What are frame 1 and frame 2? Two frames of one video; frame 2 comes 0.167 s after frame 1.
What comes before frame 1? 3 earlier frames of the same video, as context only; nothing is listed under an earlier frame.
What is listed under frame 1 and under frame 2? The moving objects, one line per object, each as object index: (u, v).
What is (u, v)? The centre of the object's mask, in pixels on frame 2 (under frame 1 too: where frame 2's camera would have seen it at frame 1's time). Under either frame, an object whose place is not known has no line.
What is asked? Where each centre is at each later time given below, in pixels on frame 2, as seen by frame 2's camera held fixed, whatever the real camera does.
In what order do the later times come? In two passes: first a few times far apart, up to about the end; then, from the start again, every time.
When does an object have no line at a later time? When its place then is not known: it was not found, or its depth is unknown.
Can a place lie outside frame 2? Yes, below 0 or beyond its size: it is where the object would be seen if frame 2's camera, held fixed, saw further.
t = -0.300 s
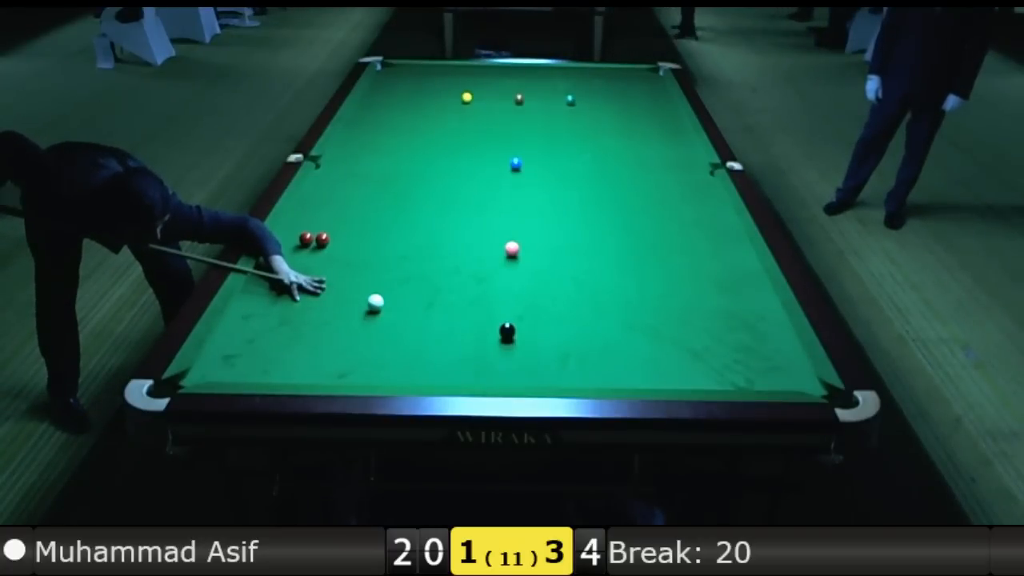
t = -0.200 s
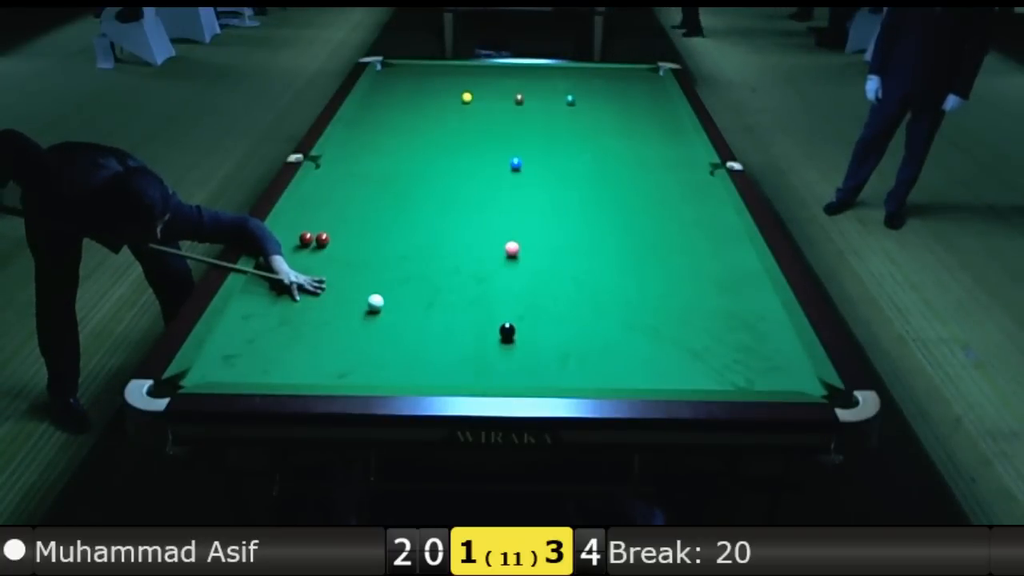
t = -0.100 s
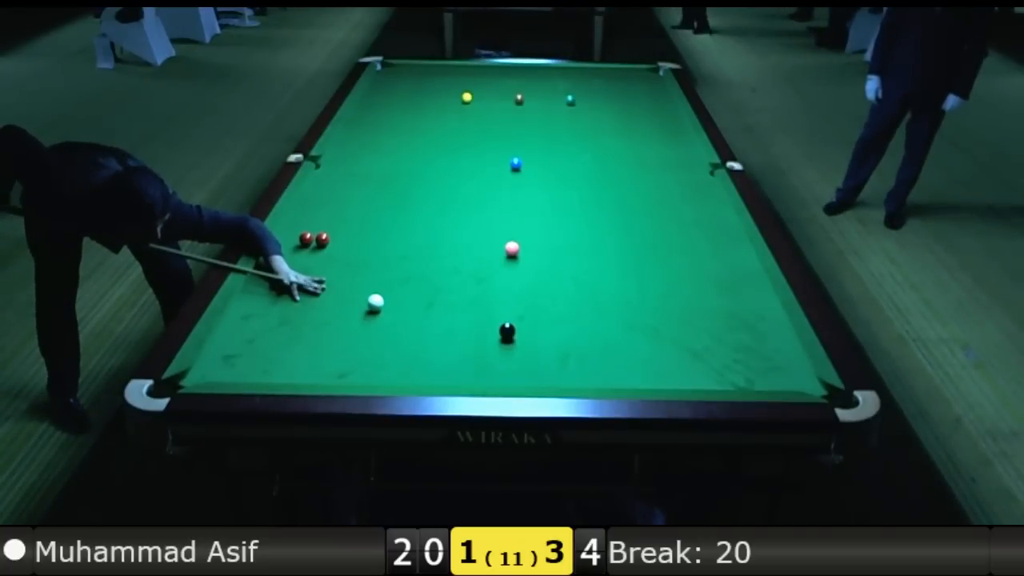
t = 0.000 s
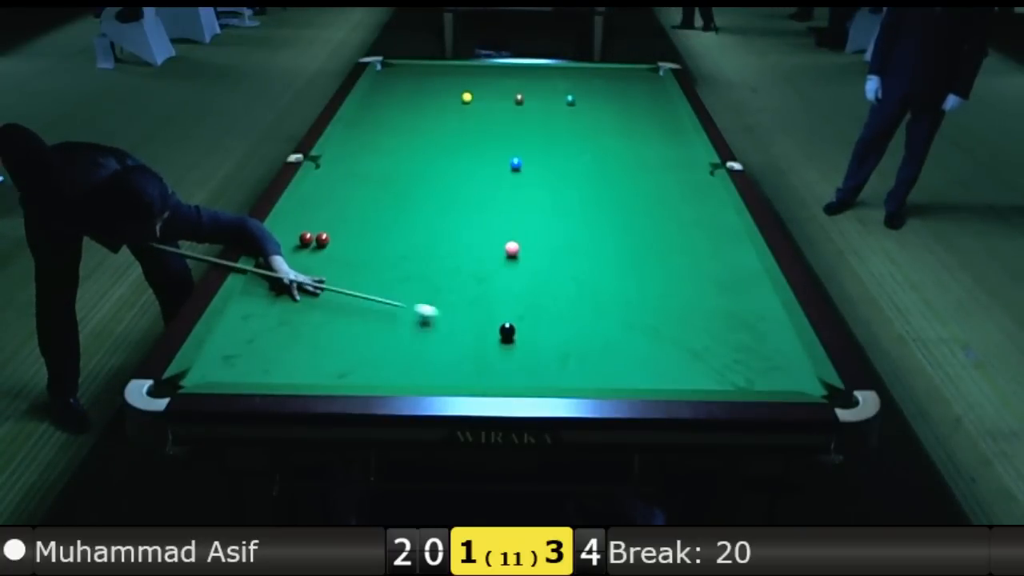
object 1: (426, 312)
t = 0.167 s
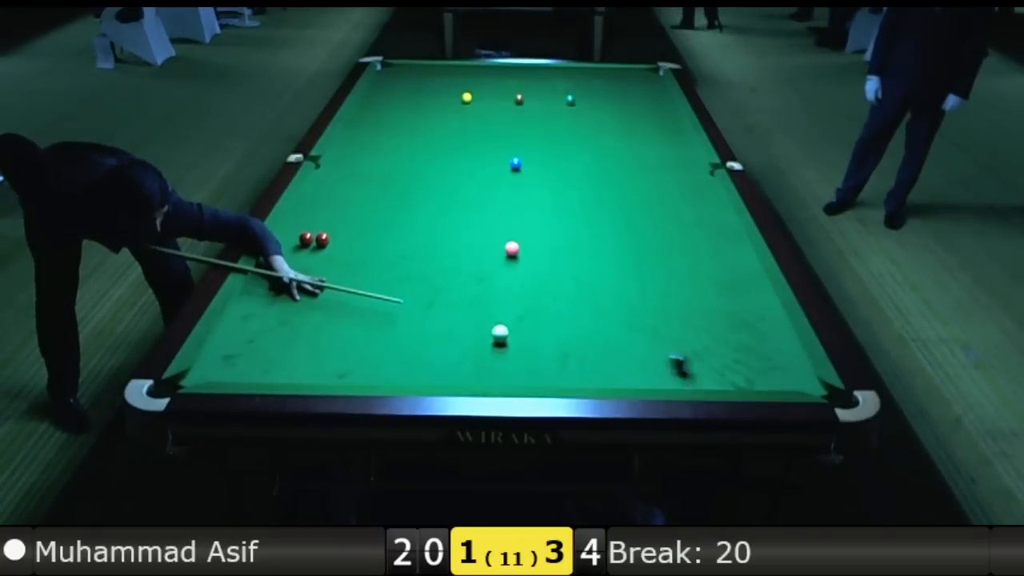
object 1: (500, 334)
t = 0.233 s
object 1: (510, 338)
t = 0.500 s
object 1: (587, 363)
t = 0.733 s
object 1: (672, 381)
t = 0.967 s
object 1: (735, 369)
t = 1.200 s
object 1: (792, 357)
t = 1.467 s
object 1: (742, 338)
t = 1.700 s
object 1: (697, 324)
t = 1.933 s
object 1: (655, 311)
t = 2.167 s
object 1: (616, 298)
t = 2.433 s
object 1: (576, 285)
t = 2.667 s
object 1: (544, 275)
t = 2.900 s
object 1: (514, 265)
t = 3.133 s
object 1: (486, 256)
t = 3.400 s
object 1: (457, 247)
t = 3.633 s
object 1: (434, 240)
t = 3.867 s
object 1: (412, 233)
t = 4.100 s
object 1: (391, 227)
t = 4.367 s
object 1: (370, 220)
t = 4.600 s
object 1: (352, 215)
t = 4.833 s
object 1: (336, 211)
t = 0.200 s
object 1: (504, 336)
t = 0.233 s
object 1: (510, 338)
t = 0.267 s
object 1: (517, 341)
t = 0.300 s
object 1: (524, 343)
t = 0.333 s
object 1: (533, 346)
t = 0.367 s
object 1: (541, 350)
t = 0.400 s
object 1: (552, 353)
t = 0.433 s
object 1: (563, 357)
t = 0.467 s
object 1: (575, 360)
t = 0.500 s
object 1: (587, 363)
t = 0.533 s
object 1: (600, 367)
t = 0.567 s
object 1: (612, 371)
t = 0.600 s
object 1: (625, 375)
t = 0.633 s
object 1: (638, 378)
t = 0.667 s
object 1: (650, 381)
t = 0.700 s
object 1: (663, 383)
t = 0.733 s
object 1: (672, 381)
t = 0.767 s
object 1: (681, 379)
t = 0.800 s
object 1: (690, 379)
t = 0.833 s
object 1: (699, 377)
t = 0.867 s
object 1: (708, 374)
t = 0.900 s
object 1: (717, 373)
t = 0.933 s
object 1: (726, 371)
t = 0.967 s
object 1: (735, 369)
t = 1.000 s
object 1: (743, 367)
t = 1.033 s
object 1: (752, 365)
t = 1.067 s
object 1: (760, 363)
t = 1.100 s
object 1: (768, 361)
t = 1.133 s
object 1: (776, 360)
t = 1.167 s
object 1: (784, 358)
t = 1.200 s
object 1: (792, 357)
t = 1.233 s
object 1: (794, 354)
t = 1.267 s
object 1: (785, 352)
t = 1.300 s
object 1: (777, 350)
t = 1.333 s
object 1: (770, 347)
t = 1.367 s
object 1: (763, 345)
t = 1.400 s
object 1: (756, 343)
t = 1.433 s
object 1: (749, 340)
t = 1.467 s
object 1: (742, 338)
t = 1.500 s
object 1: (735, 336)
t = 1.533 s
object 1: (729, 334)
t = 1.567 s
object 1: (722, 332)
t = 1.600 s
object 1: (716, 330)
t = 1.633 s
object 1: (709, 328)
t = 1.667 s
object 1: (703, 326)
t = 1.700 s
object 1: (697, 324)
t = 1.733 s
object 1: (691, 322)
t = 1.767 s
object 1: (684, 320)
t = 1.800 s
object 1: (678, 318)
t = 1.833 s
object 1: (672, 316)
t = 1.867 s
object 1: (667, 314)
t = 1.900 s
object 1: (661, 313)
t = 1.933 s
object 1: (655, 311)
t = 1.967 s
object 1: (649, 309)
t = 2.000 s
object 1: (644, 307)
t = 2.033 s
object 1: (638, 305)
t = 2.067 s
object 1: (633, 303)
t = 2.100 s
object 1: (627, 301)
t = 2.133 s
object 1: (622, 300)
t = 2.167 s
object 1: (616, 298)
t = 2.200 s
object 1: (611, 297)
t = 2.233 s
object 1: (606, 295)
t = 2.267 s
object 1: (601, 293)
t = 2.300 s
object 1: (596, 292)
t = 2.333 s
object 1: (591, 290)
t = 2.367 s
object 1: (586, 289)
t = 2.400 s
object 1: (581, 287)
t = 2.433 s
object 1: (576, 285)
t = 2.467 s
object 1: (571, 284)
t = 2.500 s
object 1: (567, 282)
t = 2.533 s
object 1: (562, 281)
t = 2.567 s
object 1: (557, 279)
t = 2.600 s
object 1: (553, 278)
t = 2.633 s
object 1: (548, 277)
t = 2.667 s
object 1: (544, 275)
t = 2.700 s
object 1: (539, 274)
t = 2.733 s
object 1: (535, 272)
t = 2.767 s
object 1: (531, 271)
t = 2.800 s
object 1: (527, 270)
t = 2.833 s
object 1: (522, 268)
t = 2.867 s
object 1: (518, 267)
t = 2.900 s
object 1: (514, 265)
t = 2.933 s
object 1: (510, 264)
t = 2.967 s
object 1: (506, 263)
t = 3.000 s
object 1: (502, 262)
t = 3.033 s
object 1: (498, 260)
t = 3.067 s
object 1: (494, 259)
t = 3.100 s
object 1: (490, 258)
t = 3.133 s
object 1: (486, 256)
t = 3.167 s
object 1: (482, 255)
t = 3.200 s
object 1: (479, 254)
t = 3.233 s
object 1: (475, 253)
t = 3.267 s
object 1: (471, 252)
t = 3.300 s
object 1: (468, 251)
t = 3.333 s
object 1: (464, 250)
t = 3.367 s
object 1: (461, 248)
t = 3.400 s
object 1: (457, 247)
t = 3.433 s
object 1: (454, 246)
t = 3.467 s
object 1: (450, 246)
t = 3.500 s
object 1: (447, 244)
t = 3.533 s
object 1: (443, 243)
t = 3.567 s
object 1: (440, 242)
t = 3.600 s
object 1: (437, 241)
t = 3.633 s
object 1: (434, 240)
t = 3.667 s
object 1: (430, 239)
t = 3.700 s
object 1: (427, 238)
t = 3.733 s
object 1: (424, 237)
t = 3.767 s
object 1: (421, 236)
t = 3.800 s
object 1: (418, 235)
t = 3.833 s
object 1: (415, 234)
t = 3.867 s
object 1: (412, 233)
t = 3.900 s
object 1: (409, 232)
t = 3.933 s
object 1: (406, 232)
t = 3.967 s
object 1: (403, 231)
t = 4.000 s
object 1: (400, 230)
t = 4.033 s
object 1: (397, 229)
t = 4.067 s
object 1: (394, 228)
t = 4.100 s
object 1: (391, 227)
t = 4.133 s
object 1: (388, 226)
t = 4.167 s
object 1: (386, 225)
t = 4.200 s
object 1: (383, 225)
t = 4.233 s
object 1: (380, 224)
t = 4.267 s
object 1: (378, 223)
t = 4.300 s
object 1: (375, 222)
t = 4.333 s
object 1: (372, 221)
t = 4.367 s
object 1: (370, 220)
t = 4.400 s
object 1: (367, 220)
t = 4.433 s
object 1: (365, 219)
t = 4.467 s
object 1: (362, 218)
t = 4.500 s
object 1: (359, 218)
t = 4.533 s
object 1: (357, 217)
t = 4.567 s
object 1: (355, 216)
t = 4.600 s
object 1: (352, 215)
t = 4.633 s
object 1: (350, 215)
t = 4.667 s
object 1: (347, 214)
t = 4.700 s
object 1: (345, 213)
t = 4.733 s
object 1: (343, 213)
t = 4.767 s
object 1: (341, 212)
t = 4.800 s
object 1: (338, 211)
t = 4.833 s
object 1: (336, 211)
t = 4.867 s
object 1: (334, 210)
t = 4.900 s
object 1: (332, 209)
